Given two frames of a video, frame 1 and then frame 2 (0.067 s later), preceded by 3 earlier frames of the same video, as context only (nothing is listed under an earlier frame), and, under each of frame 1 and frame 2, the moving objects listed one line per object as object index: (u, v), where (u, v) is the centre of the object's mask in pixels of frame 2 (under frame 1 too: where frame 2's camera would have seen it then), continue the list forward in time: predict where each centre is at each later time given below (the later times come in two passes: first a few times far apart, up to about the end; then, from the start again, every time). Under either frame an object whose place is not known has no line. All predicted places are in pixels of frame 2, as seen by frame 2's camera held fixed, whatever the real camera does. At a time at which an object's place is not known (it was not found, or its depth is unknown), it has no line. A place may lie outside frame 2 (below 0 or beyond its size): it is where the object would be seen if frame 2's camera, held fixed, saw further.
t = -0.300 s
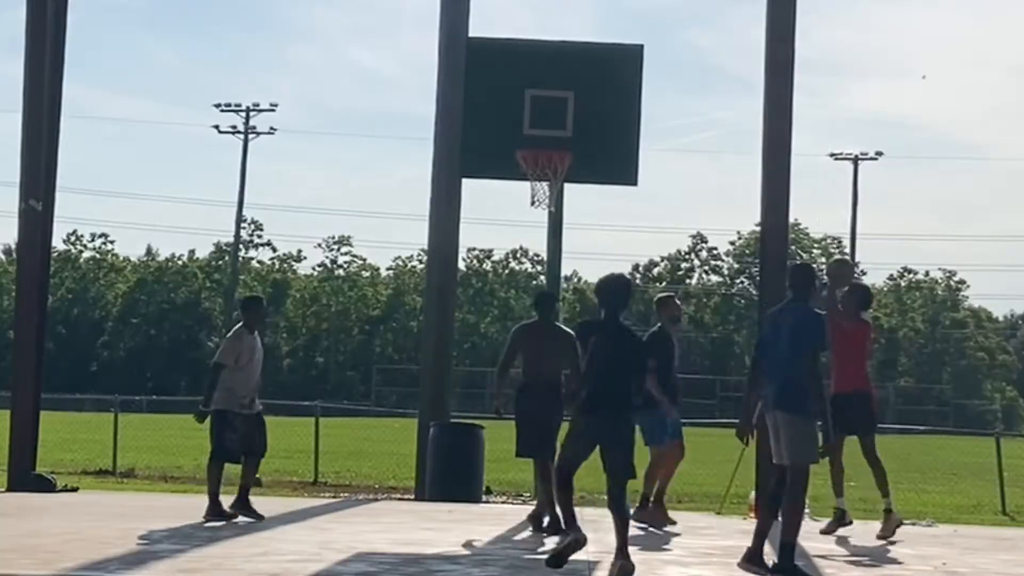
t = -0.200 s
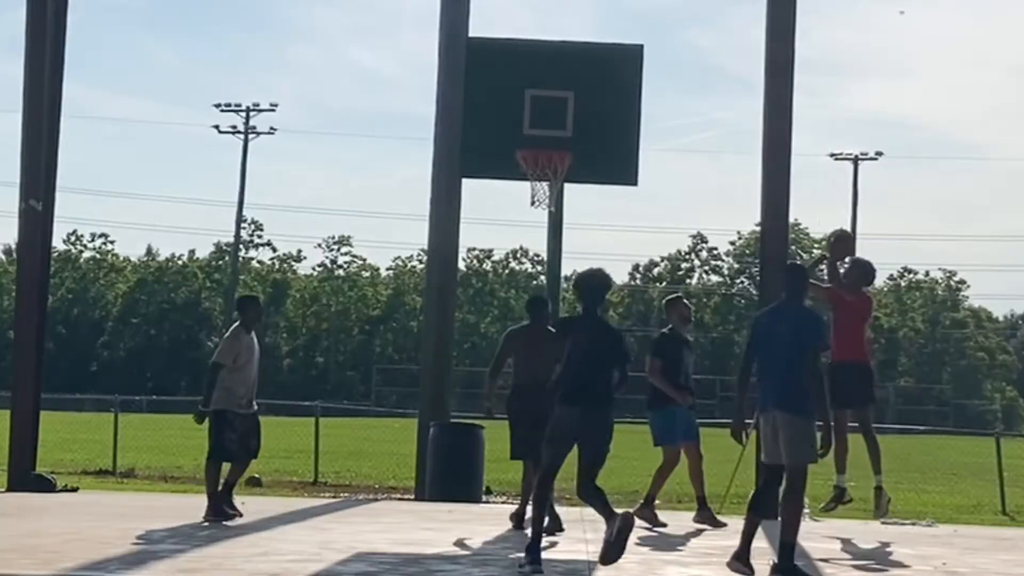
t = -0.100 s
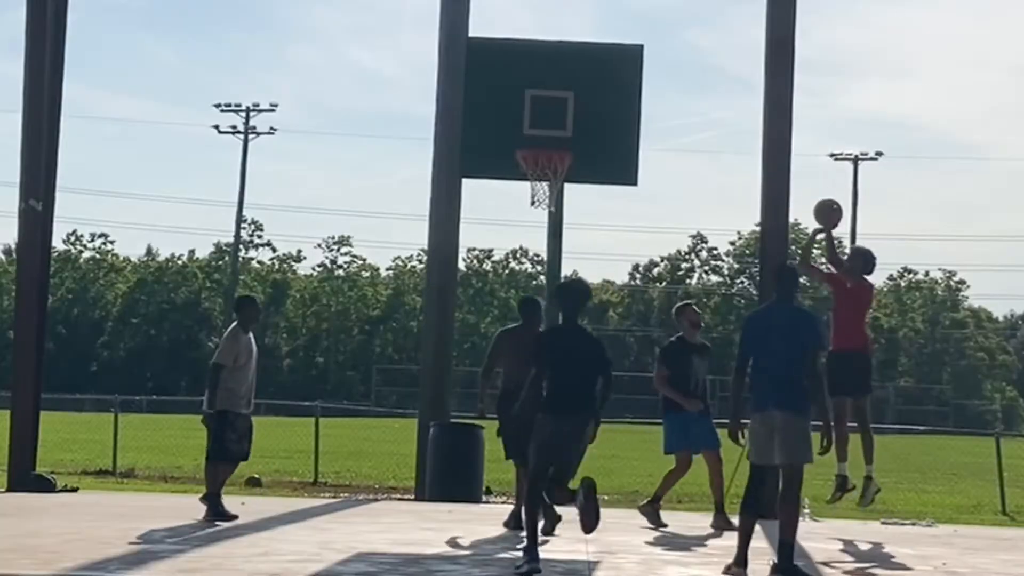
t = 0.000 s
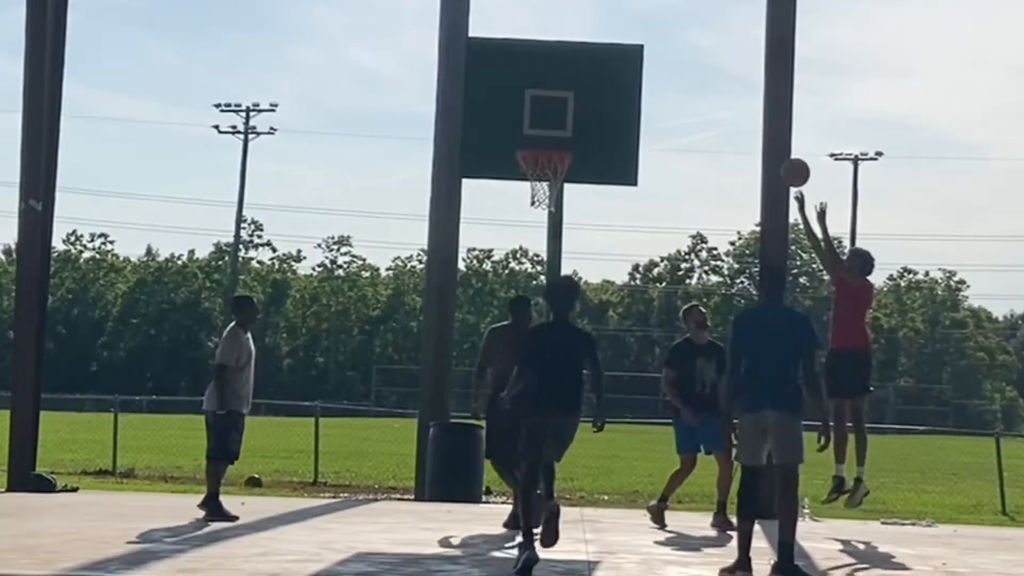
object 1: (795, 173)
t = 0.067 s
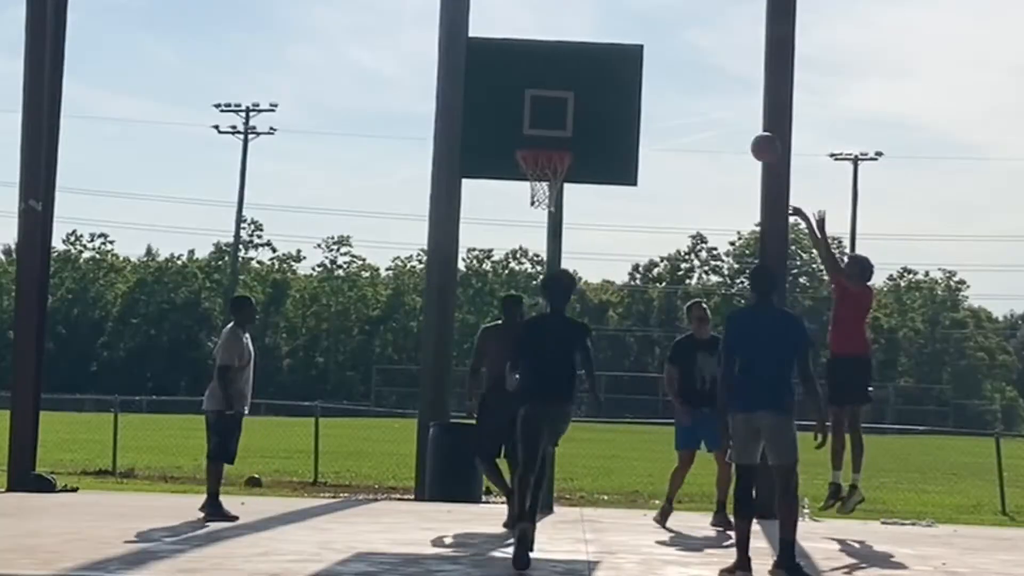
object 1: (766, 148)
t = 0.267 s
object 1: (677, 105)
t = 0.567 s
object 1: (548, 133)
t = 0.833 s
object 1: (576, 108)
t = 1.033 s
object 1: (623, 121)
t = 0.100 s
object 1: (750, 137)
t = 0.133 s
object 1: (735, 128)
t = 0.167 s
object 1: (721, 120)
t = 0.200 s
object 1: (706, 114)
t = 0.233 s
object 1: (692, 109)
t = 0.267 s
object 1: (677, 105)
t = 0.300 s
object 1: (663, 103)
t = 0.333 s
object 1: (650, 102)
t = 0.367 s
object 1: (634, 104)
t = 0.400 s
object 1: (621, 109)
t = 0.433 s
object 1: (607, 113)
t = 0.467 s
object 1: (591, 114)
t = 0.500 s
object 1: (577, 119)
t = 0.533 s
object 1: (562, 124)
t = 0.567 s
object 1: (548, 133)
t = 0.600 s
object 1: (533, 139)
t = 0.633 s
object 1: (532, 139)
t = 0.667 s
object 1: (539, 132)
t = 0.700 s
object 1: (548, 125)
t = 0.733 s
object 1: (553, 121)
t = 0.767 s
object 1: (561, 114)
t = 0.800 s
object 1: (570, 110)
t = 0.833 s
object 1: (576, 108)
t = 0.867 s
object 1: (586, 111)
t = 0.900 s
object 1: (594, 110)
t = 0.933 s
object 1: (600, 108)
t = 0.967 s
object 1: (607, 111)
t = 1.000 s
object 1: (615, 115)
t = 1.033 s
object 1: (623, 121)
